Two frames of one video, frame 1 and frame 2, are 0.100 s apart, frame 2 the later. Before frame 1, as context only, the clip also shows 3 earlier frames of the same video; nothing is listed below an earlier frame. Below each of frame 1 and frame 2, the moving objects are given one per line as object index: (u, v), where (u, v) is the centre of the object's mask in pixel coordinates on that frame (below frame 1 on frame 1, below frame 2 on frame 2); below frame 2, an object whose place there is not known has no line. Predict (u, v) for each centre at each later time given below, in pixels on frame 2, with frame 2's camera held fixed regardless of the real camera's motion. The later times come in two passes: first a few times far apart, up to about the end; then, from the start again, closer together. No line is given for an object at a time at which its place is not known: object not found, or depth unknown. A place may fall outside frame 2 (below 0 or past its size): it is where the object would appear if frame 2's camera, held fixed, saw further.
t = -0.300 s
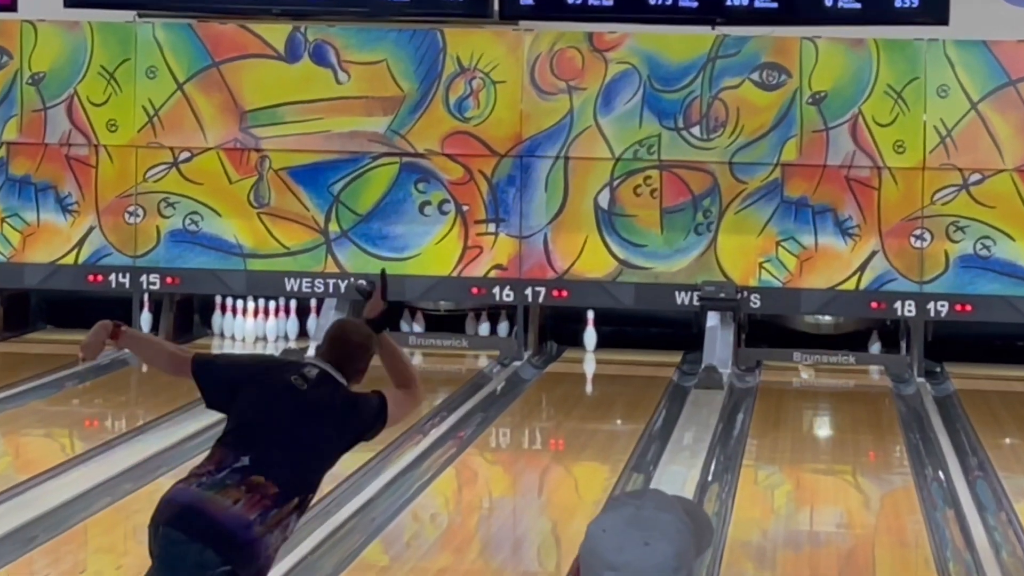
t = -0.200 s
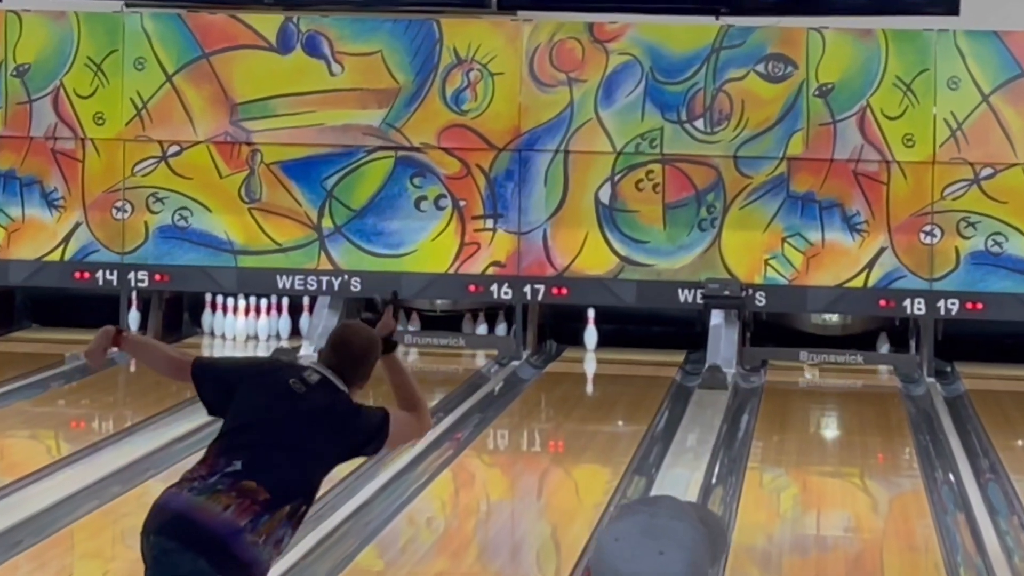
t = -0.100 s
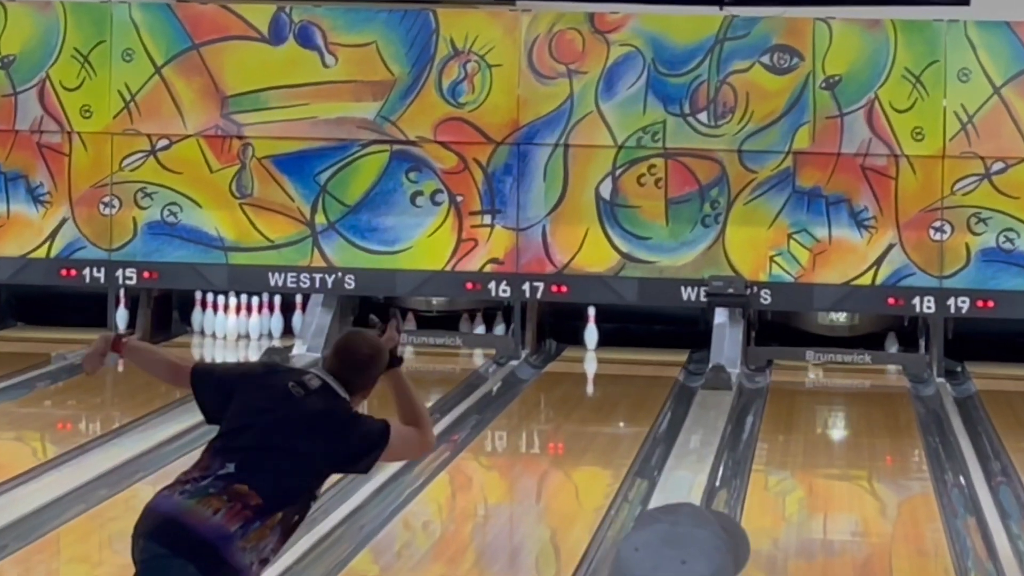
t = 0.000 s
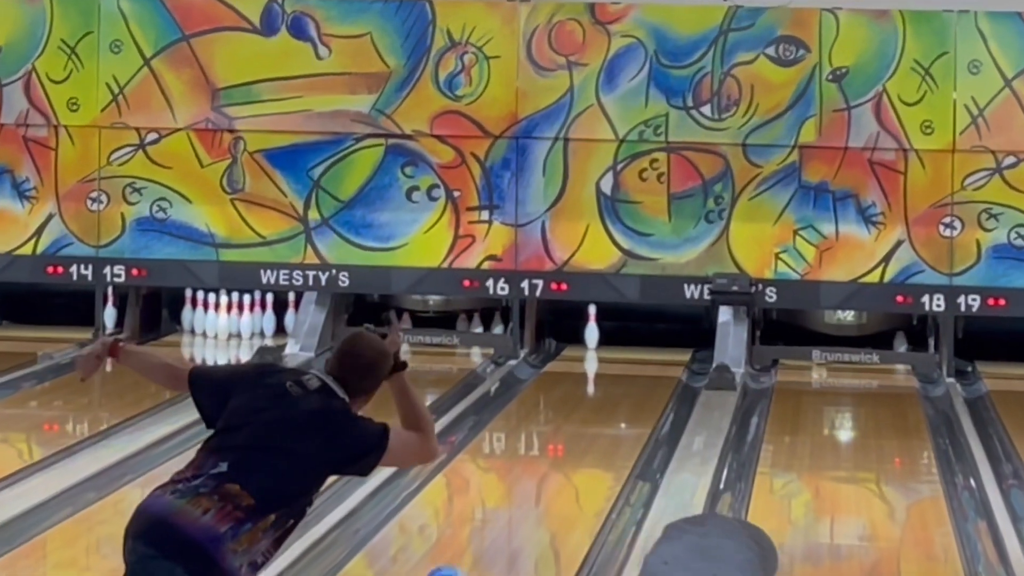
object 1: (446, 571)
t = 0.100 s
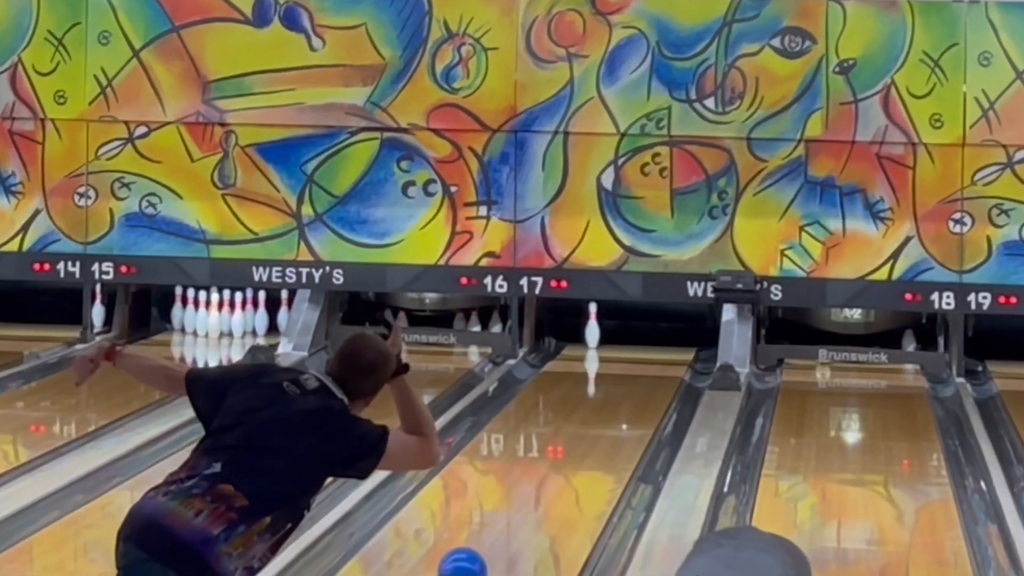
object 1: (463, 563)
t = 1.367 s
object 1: (591, 389)
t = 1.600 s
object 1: (600, 370)
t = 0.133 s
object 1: (468, 558)
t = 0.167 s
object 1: (474, 553)
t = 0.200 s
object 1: (480, 547)
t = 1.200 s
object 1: (581, 405)
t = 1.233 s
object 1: (583, 401)
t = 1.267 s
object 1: (585, 398)
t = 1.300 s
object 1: (588, 395)
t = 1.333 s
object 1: (589, 392)
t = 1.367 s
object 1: (591, 389)
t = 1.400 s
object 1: (592, 386)
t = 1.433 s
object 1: (594, 383)
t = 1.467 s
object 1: (596, 380)
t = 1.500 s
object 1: (597, 377)
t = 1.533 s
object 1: (598, 374)
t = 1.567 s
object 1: (599, 372)
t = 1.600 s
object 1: (600, 370)
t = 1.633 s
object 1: (602, 367)
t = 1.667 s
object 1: (603, 363)
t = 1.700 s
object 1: (603, 361)
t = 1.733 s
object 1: (604, 359)
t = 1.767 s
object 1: (605, 357)
